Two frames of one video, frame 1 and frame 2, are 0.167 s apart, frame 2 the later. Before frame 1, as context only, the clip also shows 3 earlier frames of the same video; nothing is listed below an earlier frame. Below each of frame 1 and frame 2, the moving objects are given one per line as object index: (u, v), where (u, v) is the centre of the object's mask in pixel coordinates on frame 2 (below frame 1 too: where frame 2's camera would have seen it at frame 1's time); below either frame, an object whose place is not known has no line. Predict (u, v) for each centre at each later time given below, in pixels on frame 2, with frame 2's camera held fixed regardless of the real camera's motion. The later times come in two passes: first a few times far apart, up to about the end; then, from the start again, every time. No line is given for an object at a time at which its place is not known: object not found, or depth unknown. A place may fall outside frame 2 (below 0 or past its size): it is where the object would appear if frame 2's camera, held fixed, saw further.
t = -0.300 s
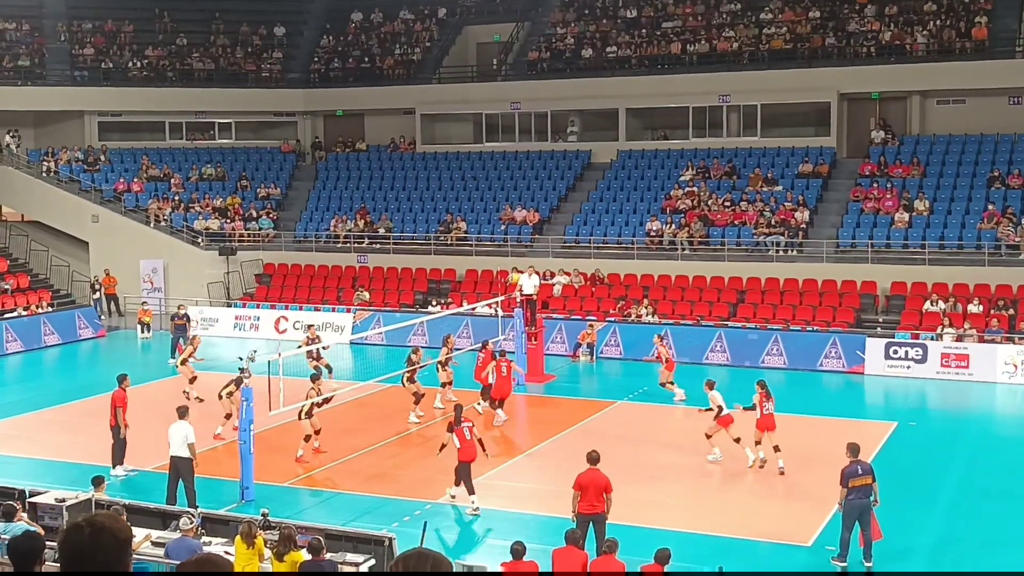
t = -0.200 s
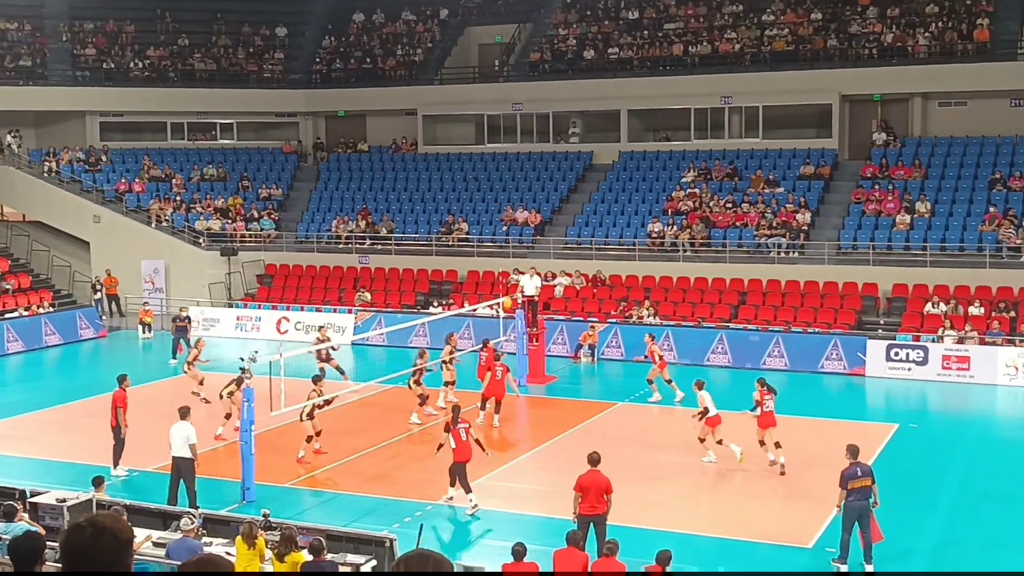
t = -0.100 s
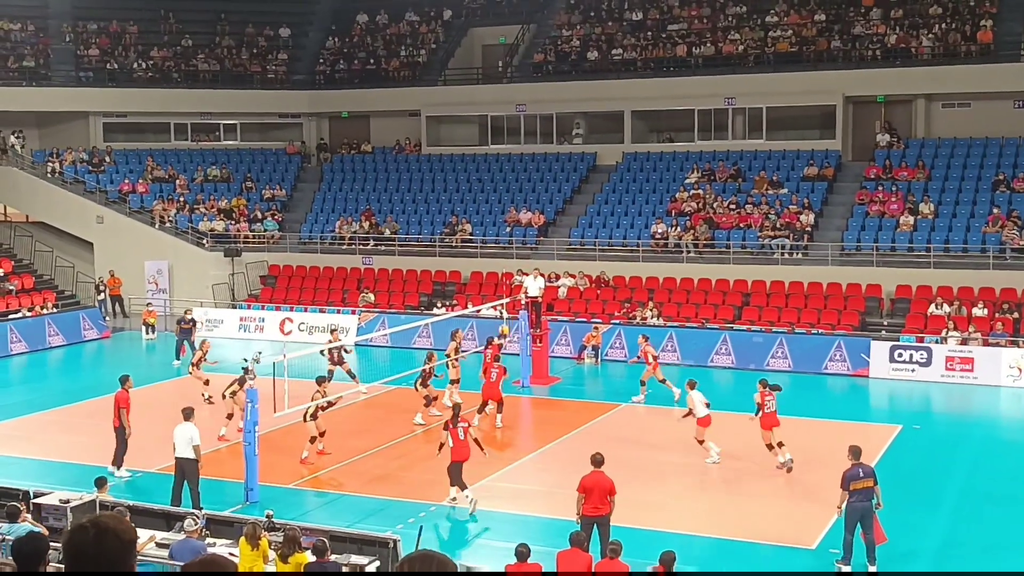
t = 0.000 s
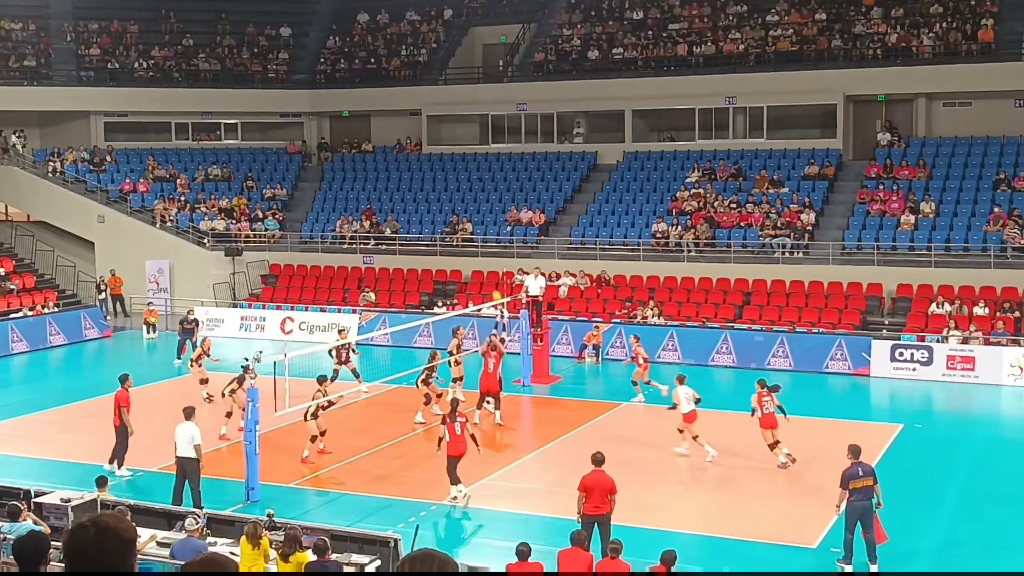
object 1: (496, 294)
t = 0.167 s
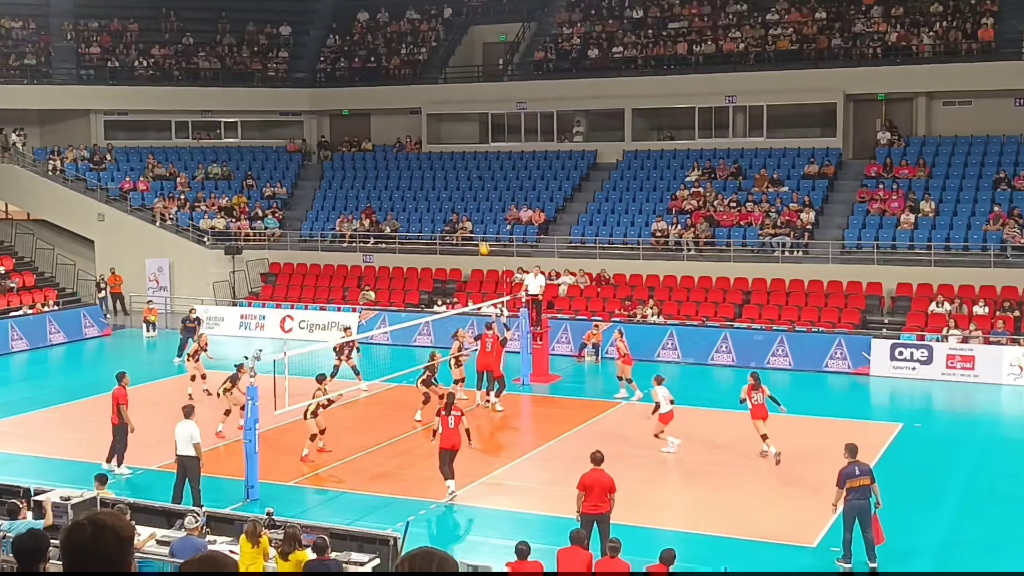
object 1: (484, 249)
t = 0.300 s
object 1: (475, 219)
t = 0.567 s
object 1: (454, 185)
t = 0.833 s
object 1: (431, 186)
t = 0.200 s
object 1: (482, 241)
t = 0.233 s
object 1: (479, 232)
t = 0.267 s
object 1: (477, 225)
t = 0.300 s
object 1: (475, 219)
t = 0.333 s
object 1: (472, 213)
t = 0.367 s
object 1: (470, 207)
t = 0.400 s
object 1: (467, 202)
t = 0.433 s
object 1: (464, 197)
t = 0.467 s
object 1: (462, 194)
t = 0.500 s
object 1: (459, 190)
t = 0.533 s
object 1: (456, 187)
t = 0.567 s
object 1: (454, 185)
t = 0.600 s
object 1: (451, 183)
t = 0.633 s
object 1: (448, 181)
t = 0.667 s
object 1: (446, 181)
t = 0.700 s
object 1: (443, 181)
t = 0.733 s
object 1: (440, 181)
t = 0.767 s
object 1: (437, 182)
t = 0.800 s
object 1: (434, 184)
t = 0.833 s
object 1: (431, 186)
